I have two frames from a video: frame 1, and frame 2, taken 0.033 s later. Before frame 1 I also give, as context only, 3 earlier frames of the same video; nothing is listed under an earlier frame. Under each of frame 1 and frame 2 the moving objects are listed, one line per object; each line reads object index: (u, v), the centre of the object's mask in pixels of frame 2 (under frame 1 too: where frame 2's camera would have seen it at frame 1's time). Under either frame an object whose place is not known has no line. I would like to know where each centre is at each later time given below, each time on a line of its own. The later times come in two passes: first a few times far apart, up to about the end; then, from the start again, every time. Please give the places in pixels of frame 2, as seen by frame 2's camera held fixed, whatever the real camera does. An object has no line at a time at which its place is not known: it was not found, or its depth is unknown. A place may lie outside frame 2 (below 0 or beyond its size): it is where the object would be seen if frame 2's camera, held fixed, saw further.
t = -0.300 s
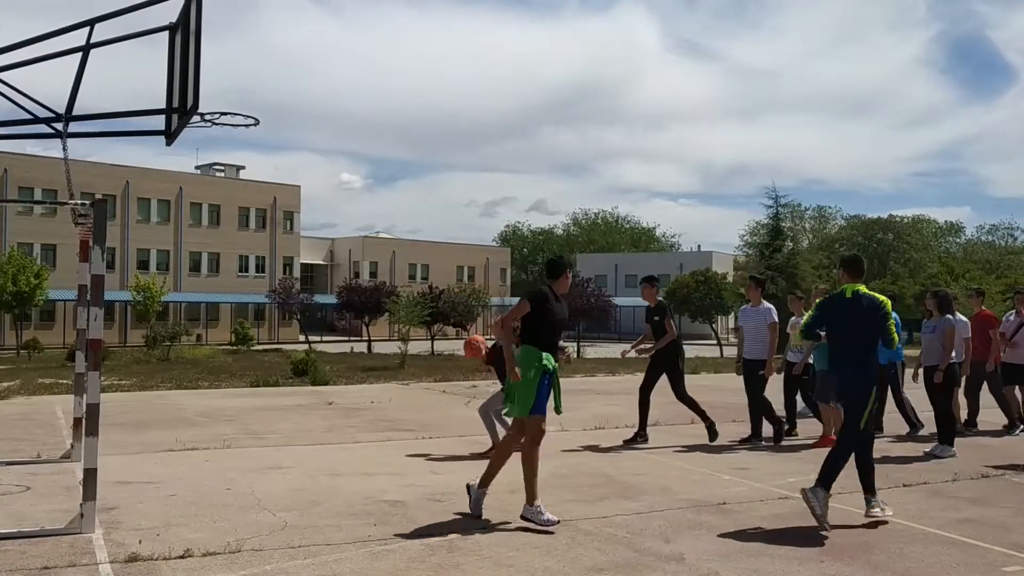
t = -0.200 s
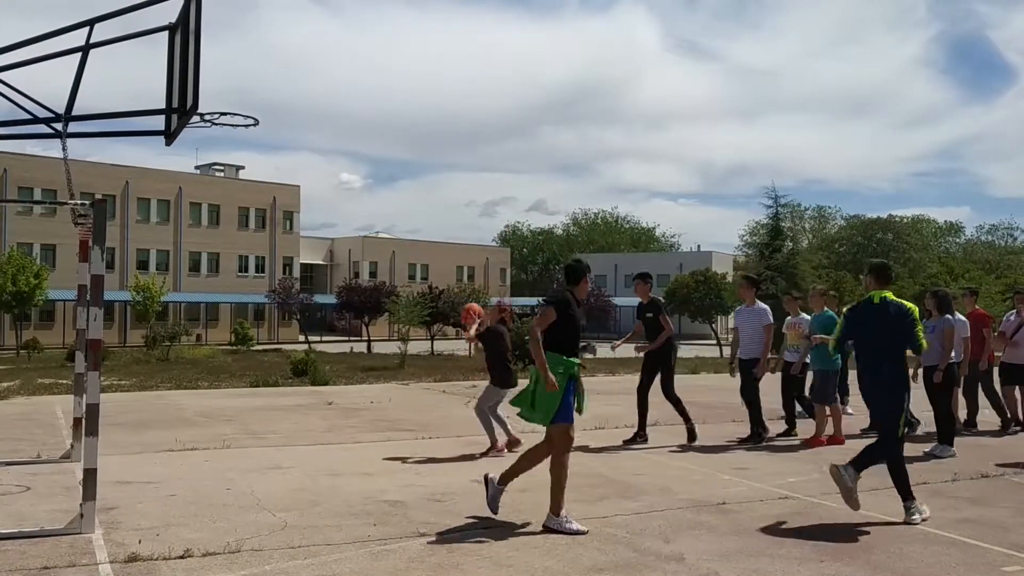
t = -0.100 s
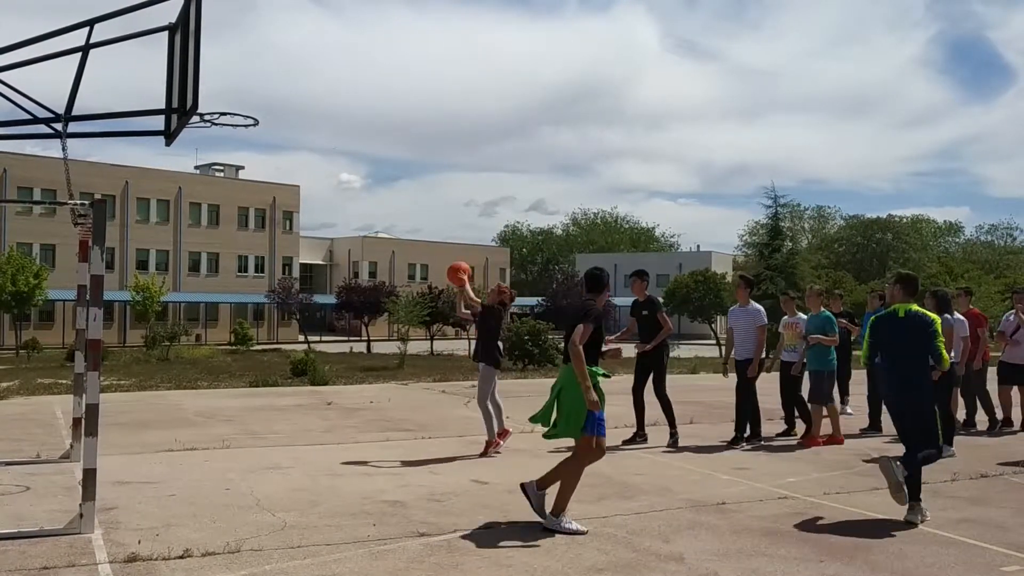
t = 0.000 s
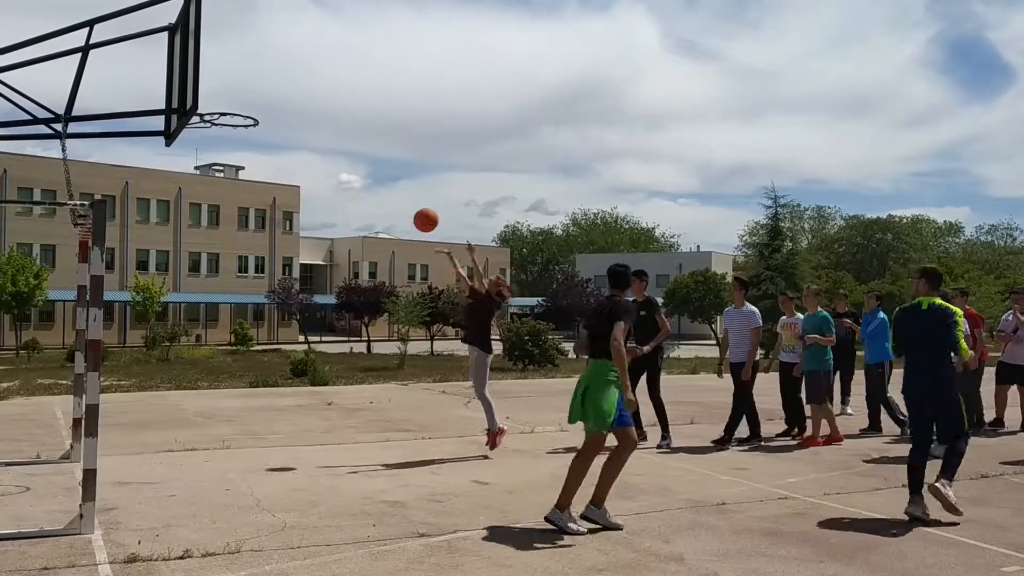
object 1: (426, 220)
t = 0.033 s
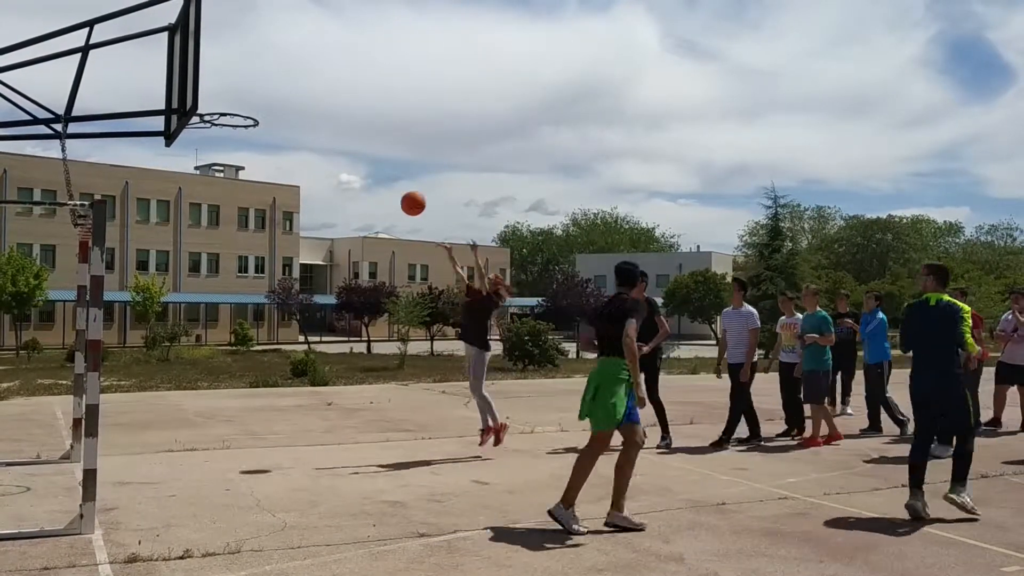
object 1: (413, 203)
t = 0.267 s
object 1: (316, 110)
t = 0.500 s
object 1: (209, 67)
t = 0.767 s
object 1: (303, 130)
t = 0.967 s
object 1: (378, 230)
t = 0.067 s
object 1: (400, 187)
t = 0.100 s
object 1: (387, 172)
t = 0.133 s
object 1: (373, 158)
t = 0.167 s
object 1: (359, 145)
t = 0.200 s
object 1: (345, 132)
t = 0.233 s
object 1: (331, 120)
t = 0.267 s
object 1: (316, 110)
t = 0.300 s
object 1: (301, 101)
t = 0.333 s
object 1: (286, 92)
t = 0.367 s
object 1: (270, 85)
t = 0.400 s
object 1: (254, 79)
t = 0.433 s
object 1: (238, 73)
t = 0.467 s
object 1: (222, 69)
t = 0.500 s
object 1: (209, 67)
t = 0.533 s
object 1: (212, 69)
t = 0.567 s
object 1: (224, 74)
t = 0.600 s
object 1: (238, 81)
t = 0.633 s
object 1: (251, 88)
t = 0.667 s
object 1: (264, 97)
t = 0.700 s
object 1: (277, 107)
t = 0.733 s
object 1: (290, 118)
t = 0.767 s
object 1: (303, 130)
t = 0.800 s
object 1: (316, 143)
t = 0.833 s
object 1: (329, 158)
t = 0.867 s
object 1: (342, 174)
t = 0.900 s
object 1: (353, 192)
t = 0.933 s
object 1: (366, 210)
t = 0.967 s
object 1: (378, 230)
